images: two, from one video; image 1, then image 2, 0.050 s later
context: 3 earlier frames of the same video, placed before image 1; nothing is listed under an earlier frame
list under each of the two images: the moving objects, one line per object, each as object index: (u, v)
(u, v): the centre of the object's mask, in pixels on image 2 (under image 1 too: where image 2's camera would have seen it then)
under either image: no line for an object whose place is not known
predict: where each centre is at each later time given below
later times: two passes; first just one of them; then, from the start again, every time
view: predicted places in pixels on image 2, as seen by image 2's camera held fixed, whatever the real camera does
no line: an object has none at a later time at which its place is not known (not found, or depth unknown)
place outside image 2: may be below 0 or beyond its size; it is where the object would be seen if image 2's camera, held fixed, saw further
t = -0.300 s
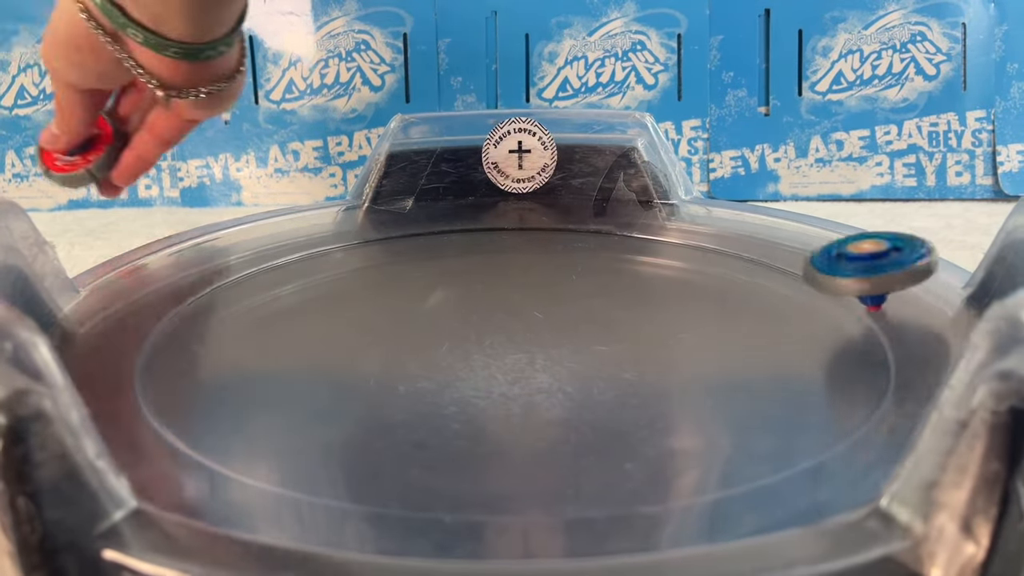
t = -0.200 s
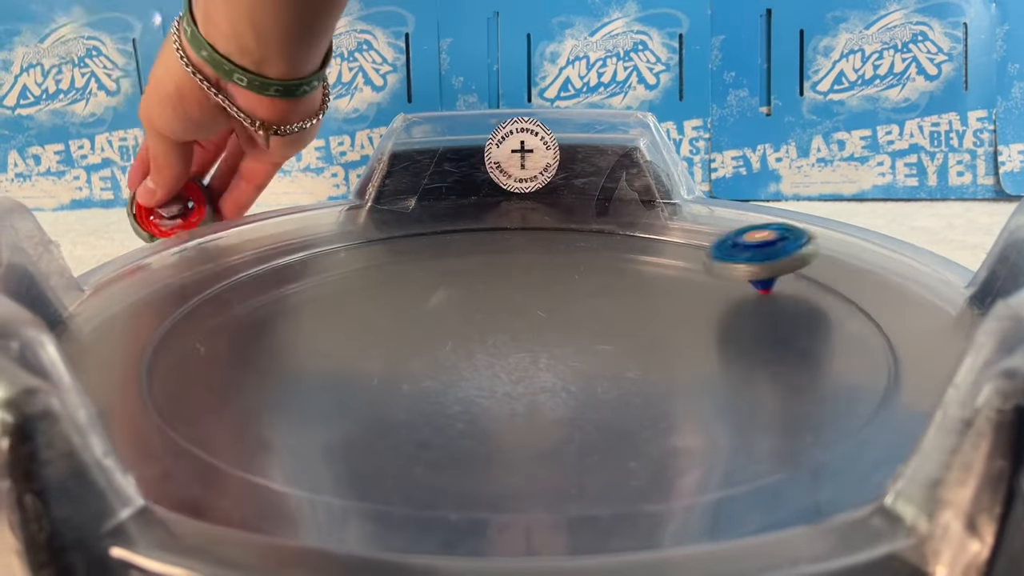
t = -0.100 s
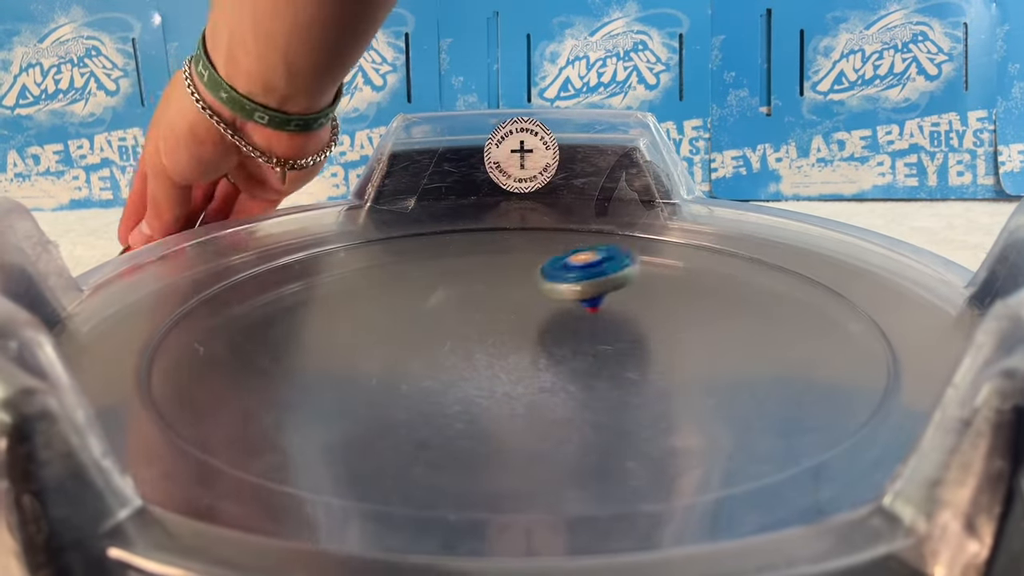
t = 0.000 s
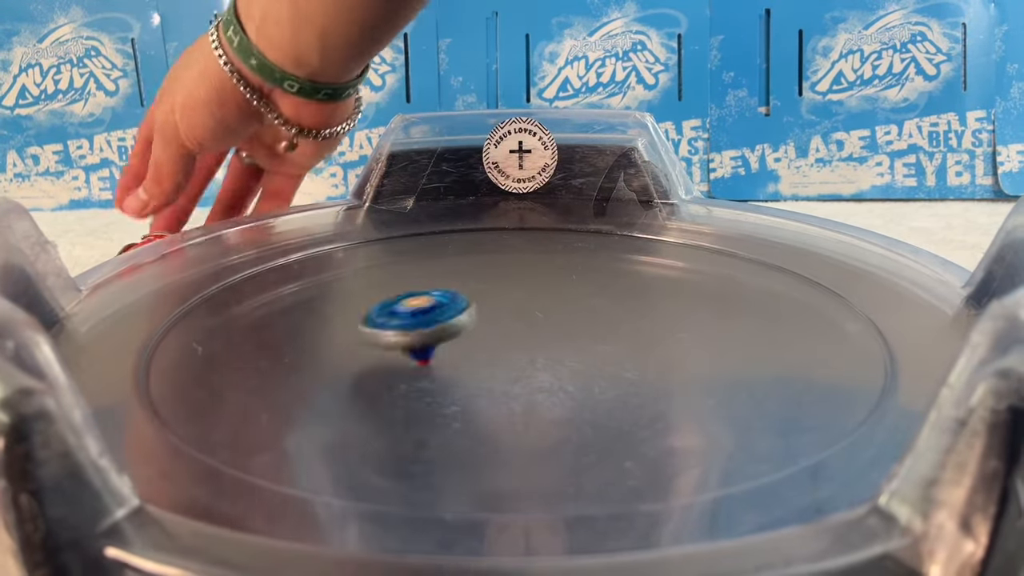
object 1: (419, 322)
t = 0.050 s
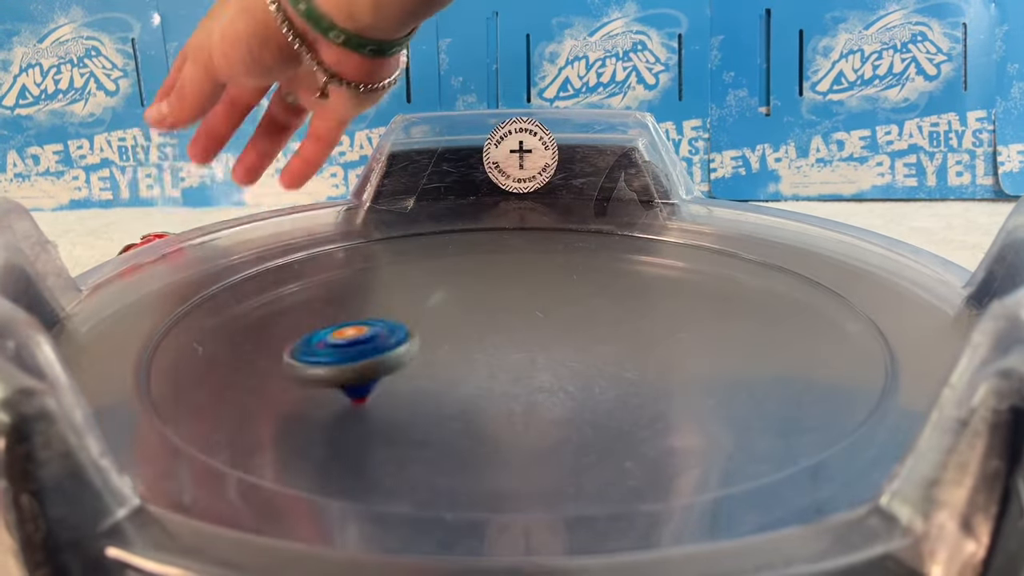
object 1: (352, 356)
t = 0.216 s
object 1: (542, 446)
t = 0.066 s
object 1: (335, 367)
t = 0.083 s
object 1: (324, 381)
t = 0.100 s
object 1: (318, 393)
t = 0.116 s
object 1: (319, 406)
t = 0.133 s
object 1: (326, 419)
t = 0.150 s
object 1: (341, 434)
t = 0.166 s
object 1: (374, 438)
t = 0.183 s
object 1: (429, 431)
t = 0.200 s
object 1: (484, 431)
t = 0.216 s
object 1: (542, 446)
